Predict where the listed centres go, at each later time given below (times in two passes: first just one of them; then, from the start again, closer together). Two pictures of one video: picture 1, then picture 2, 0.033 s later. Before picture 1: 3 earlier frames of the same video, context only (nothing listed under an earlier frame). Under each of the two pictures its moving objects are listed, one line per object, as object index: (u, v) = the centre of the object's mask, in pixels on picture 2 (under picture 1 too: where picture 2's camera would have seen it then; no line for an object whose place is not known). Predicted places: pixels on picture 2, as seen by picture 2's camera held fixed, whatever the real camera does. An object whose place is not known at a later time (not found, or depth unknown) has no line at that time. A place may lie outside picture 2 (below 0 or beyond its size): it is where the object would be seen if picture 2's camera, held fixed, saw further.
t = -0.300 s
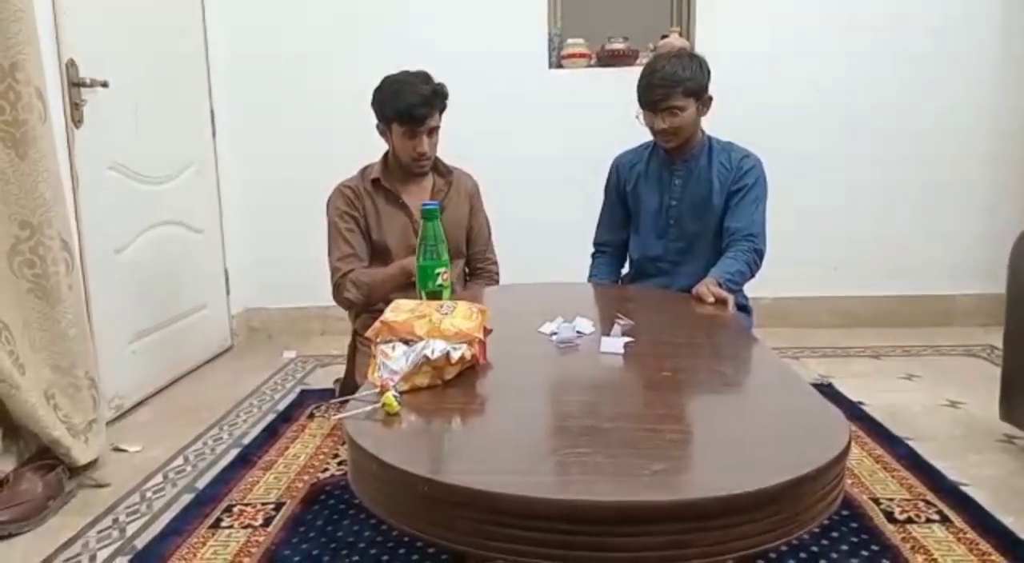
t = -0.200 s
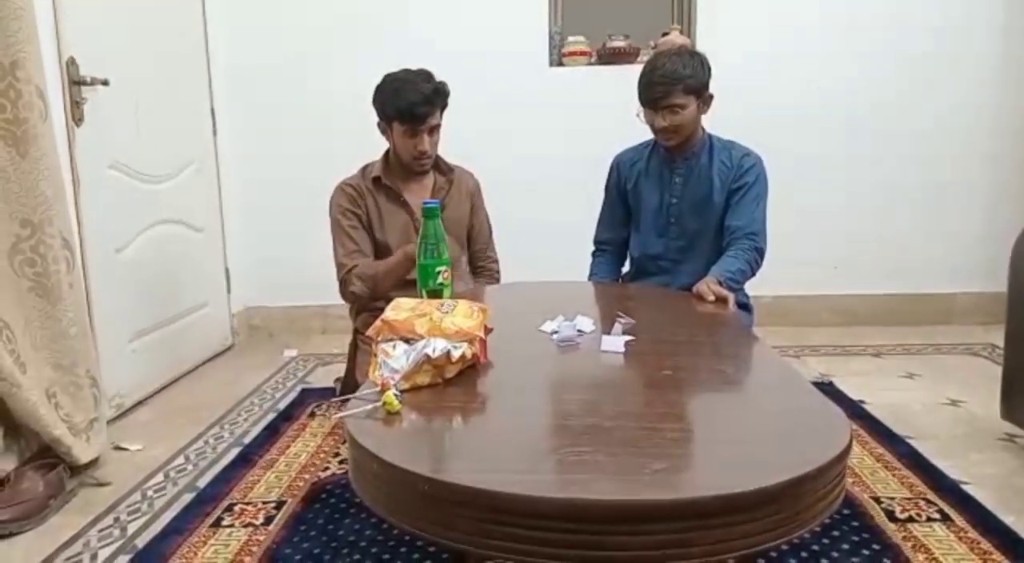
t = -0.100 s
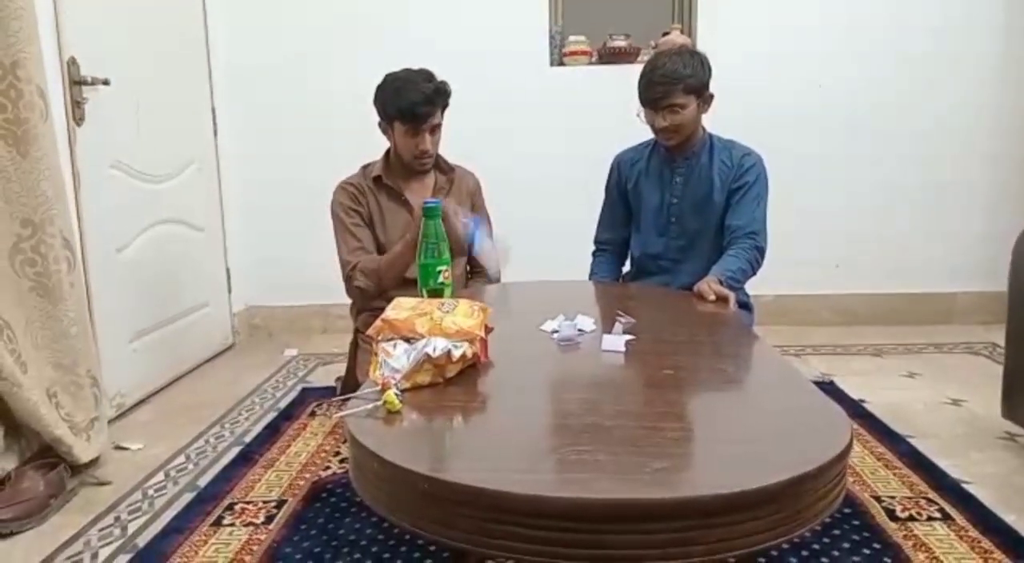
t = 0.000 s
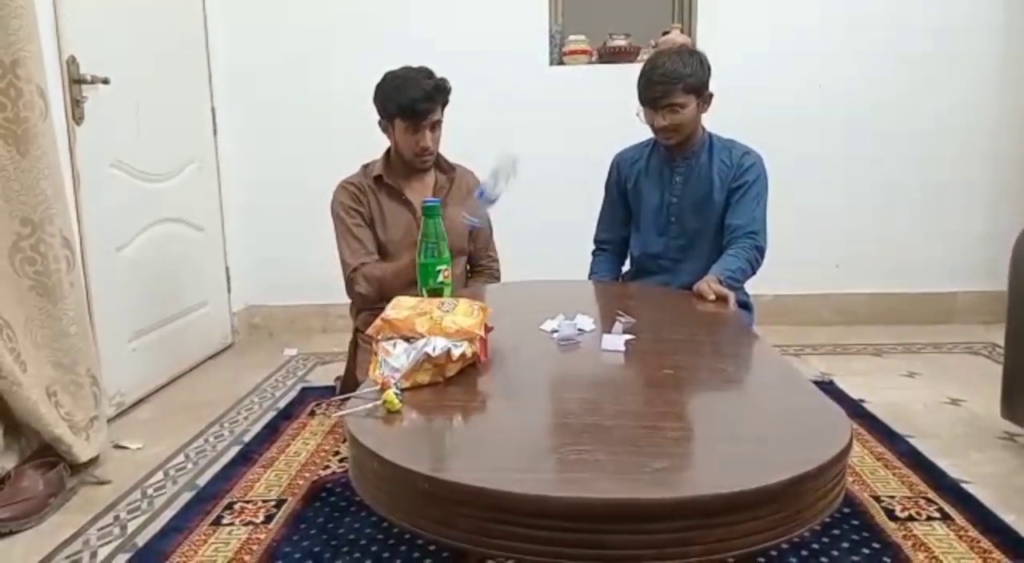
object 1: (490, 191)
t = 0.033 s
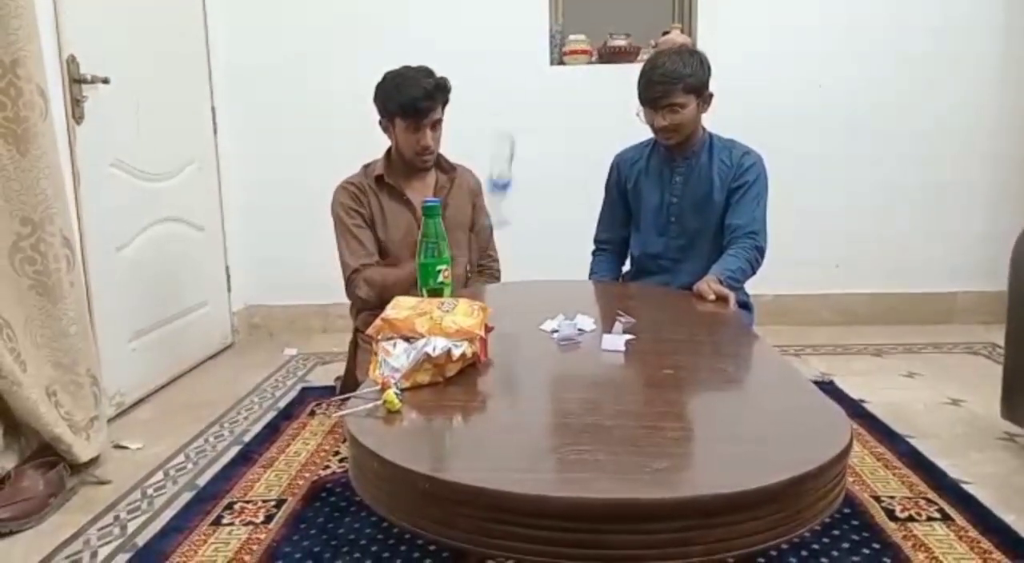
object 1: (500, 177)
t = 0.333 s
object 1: (535, 224)
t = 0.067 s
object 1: (509, 169)
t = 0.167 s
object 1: (521, 141)
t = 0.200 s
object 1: (525, 146)
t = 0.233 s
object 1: (530, 155)
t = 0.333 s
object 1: (535, 224)
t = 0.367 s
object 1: (536, 241)
